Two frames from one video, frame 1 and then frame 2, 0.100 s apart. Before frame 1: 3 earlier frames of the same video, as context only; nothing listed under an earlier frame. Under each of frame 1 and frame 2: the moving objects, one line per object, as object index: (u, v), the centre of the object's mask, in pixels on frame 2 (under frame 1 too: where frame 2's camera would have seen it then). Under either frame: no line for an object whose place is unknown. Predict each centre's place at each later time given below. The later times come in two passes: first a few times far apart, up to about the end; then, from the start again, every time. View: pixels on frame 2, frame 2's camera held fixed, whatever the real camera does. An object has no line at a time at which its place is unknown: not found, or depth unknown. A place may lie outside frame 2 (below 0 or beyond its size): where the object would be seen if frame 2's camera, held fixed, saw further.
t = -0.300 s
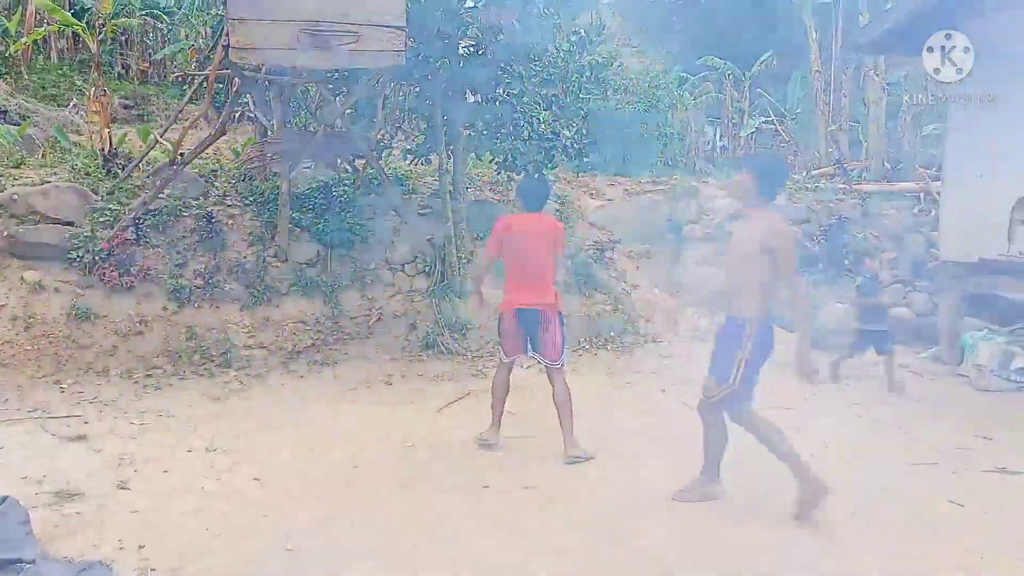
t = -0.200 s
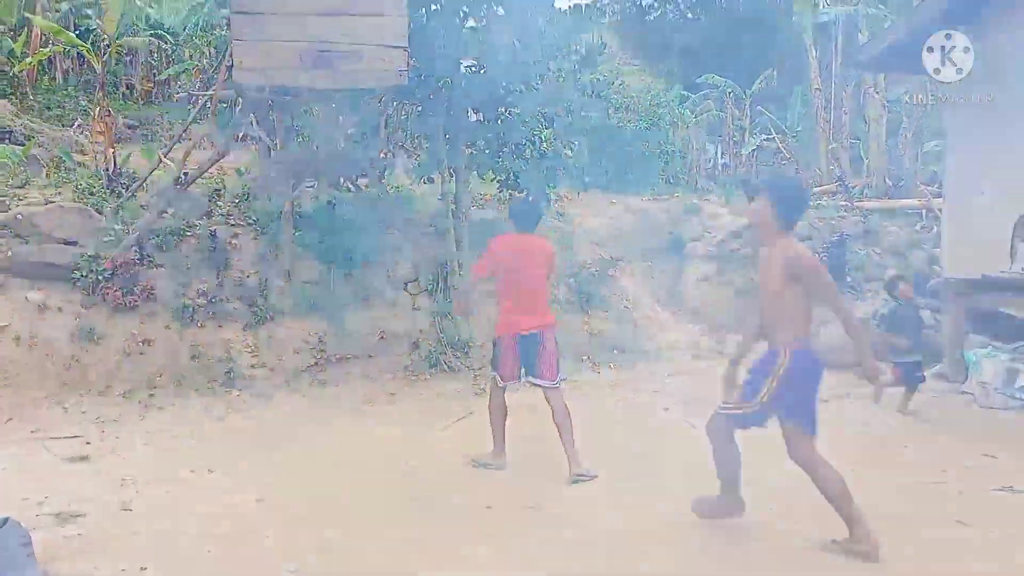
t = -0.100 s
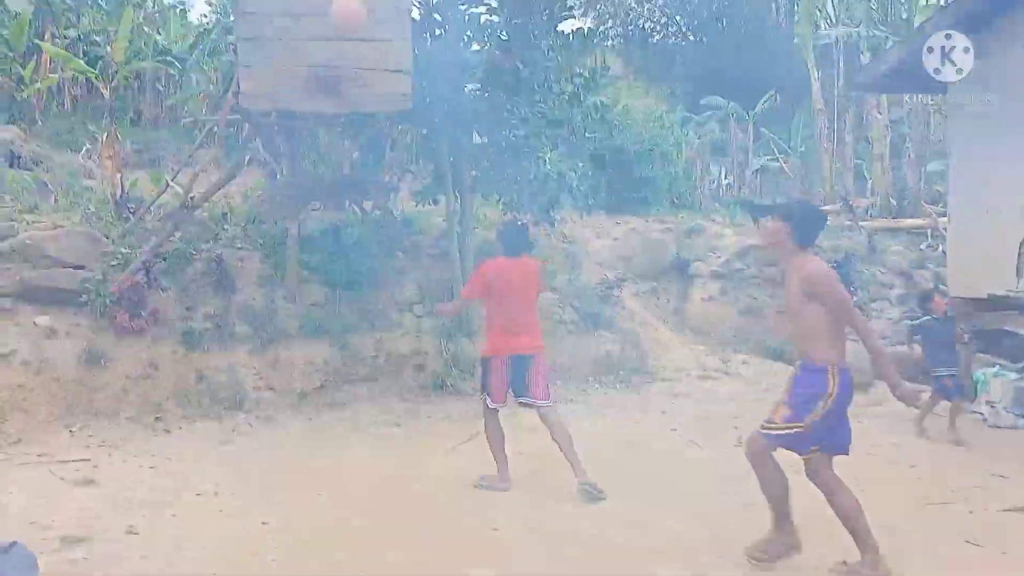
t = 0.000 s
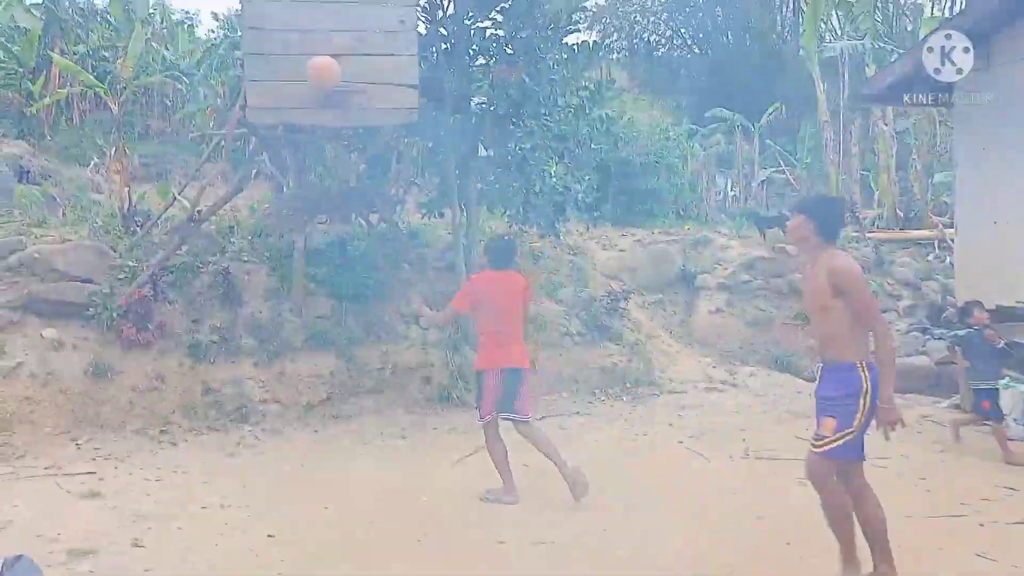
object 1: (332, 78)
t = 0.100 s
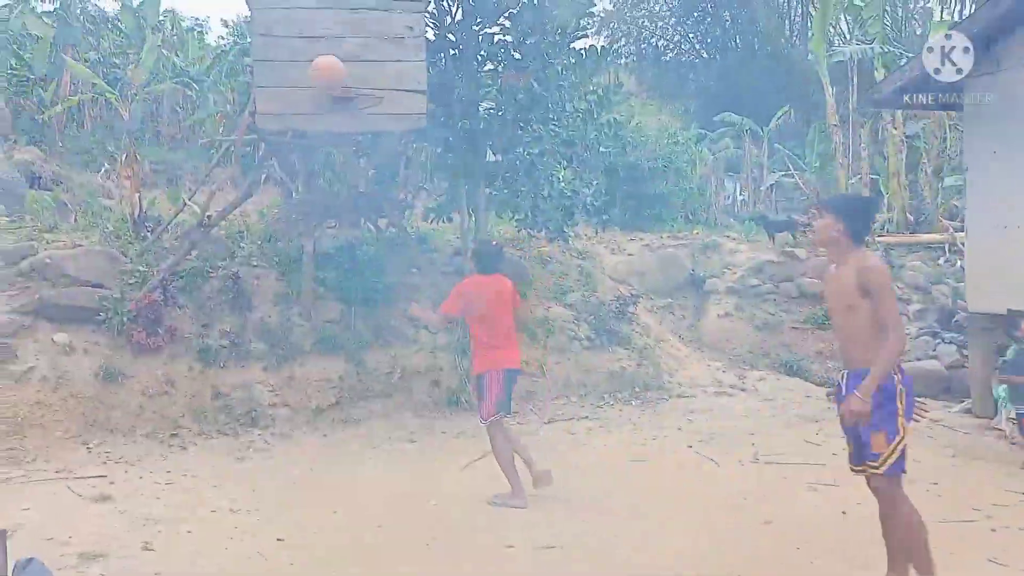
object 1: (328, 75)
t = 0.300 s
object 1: (320, 73)
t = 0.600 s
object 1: (314, 79)
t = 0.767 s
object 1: (301, 96)
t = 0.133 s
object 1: (327, 75)
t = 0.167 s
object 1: (326, 77)
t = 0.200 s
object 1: (324, 75)
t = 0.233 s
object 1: (323, 73)
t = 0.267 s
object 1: (321, 72)
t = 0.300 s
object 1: (320, 73)
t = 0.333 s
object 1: (319, 74)
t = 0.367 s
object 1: (320, 75)
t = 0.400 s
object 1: (321, 77)
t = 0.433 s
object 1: (321, 77)
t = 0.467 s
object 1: (321, 76)
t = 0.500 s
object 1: (320, 75)
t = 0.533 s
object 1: (318, 76)
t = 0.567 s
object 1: (316, 79)
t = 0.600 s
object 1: (314, 79)
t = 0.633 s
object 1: (312, 78)
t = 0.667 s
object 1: (310, 80)
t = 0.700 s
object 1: (307, 84)
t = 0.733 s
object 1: (304, 89)
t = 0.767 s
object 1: (301, 96)
